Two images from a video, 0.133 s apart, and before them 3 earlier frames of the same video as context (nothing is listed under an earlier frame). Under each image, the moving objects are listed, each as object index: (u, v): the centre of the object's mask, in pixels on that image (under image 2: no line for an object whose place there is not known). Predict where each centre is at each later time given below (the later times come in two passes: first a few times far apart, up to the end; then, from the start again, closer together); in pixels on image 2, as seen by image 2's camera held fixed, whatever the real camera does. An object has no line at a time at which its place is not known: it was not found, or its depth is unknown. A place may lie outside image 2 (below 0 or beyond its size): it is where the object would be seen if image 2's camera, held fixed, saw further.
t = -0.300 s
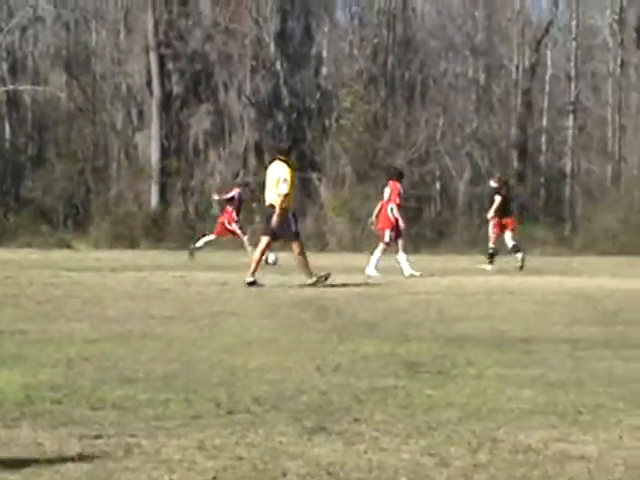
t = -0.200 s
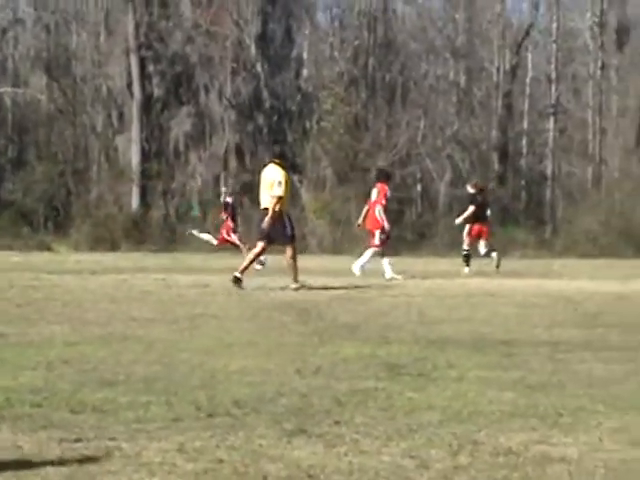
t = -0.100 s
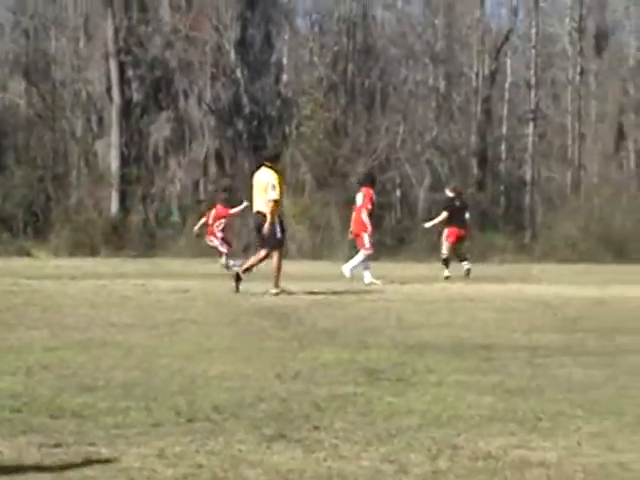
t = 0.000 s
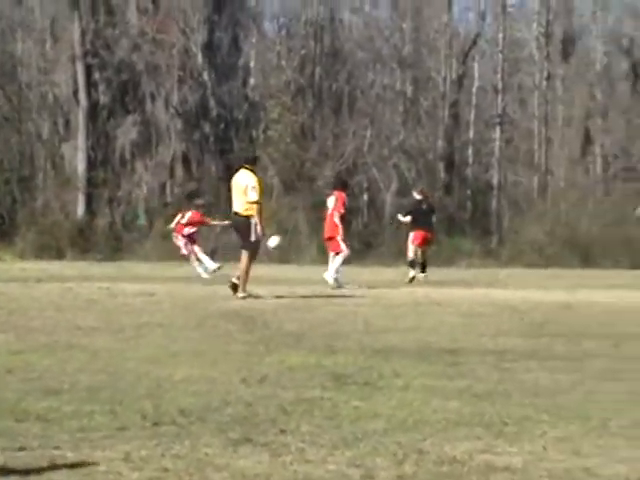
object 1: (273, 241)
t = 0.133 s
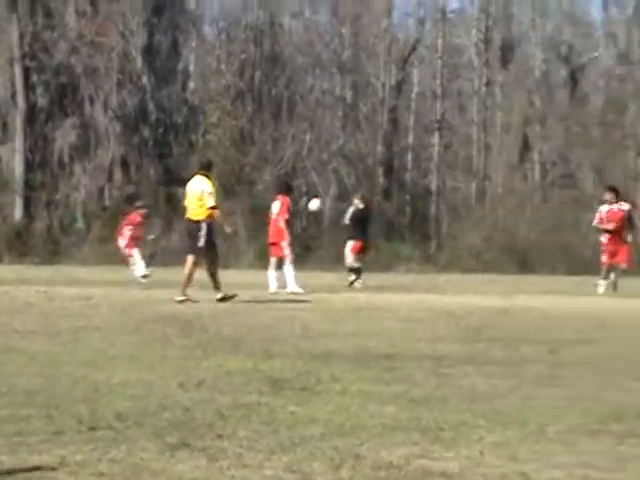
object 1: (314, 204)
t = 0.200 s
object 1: (365, 185)
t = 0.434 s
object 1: (553, 131)
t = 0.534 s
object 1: (637, 115)
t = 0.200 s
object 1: (365, 185)
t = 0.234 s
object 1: (392, 176)
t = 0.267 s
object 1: (418, 168)
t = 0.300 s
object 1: (444, 160)
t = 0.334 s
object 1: (471, 152)
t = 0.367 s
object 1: (498, 146)
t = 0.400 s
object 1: (525, 138)
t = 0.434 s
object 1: (553, 131)
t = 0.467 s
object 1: (580, 125)
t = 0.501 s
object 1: (608, 120)
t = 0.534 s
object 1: (637, 115)
